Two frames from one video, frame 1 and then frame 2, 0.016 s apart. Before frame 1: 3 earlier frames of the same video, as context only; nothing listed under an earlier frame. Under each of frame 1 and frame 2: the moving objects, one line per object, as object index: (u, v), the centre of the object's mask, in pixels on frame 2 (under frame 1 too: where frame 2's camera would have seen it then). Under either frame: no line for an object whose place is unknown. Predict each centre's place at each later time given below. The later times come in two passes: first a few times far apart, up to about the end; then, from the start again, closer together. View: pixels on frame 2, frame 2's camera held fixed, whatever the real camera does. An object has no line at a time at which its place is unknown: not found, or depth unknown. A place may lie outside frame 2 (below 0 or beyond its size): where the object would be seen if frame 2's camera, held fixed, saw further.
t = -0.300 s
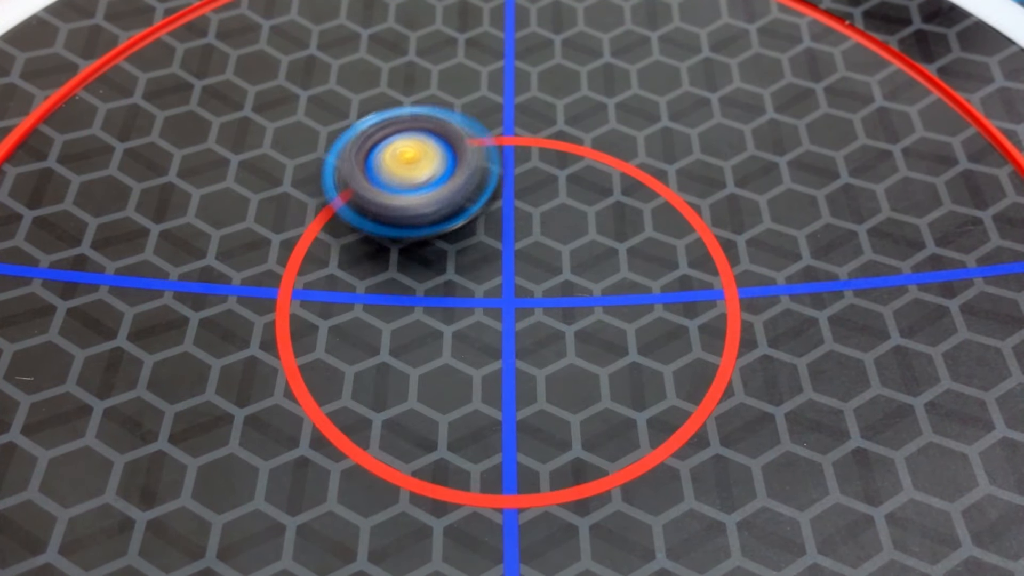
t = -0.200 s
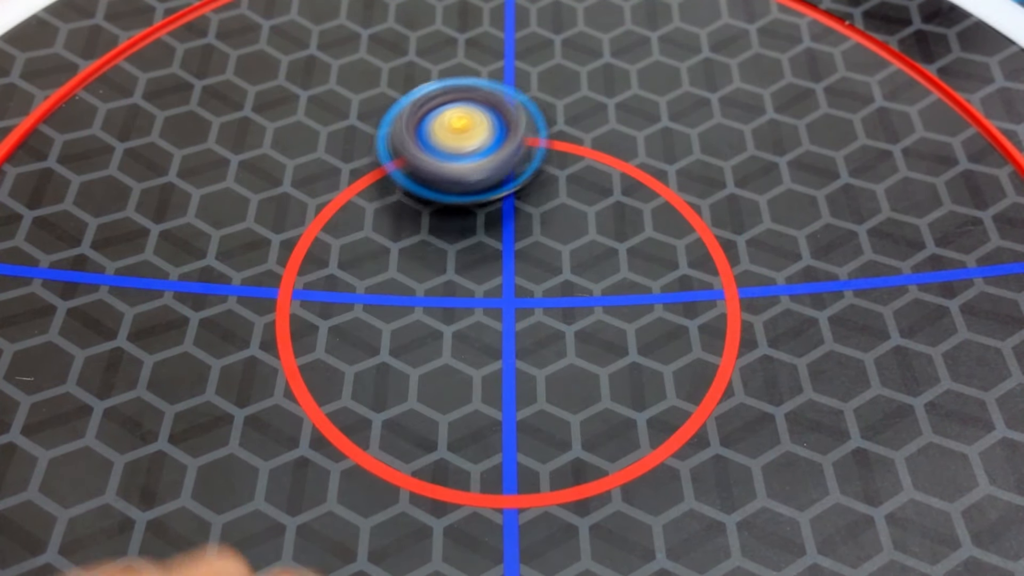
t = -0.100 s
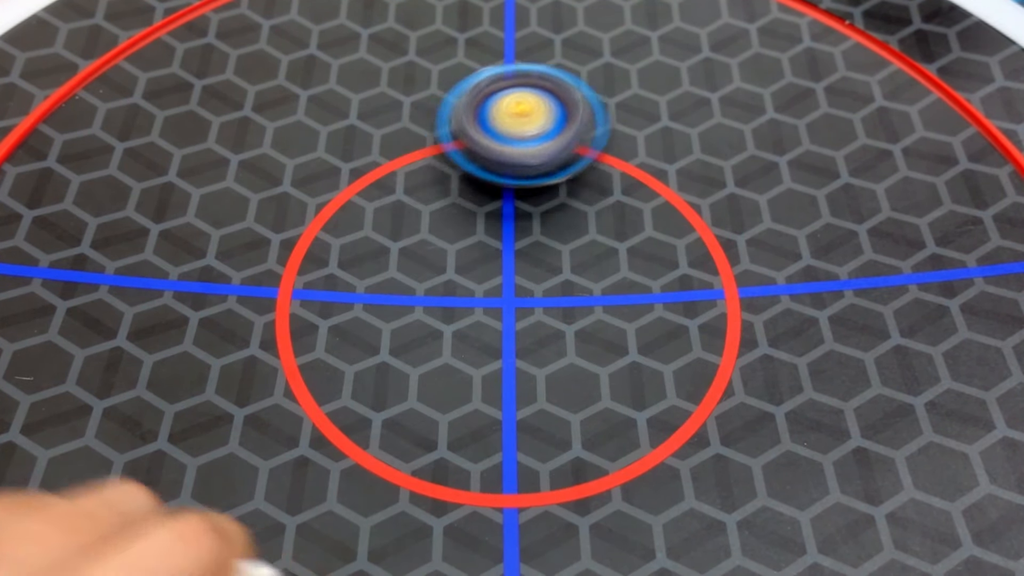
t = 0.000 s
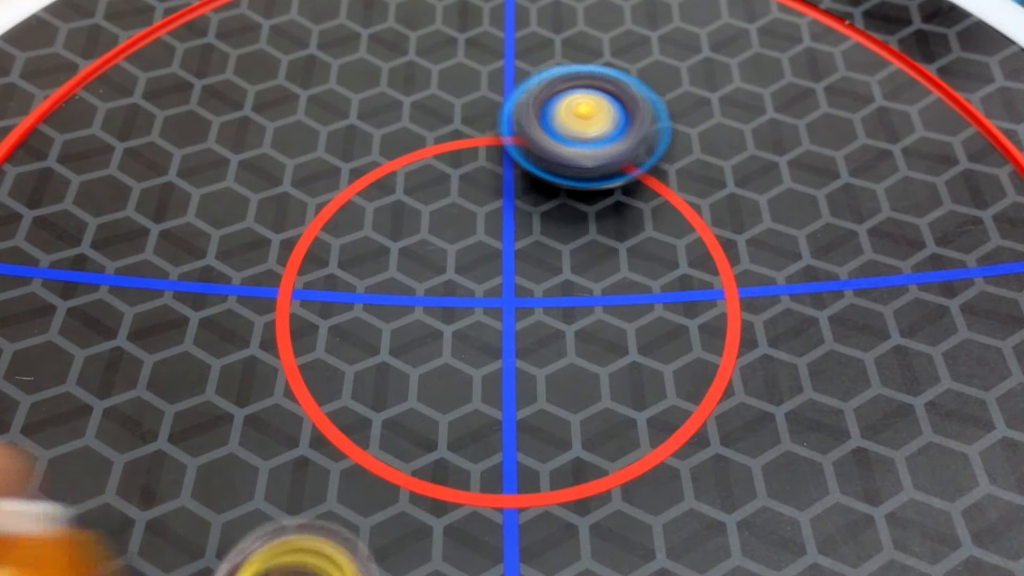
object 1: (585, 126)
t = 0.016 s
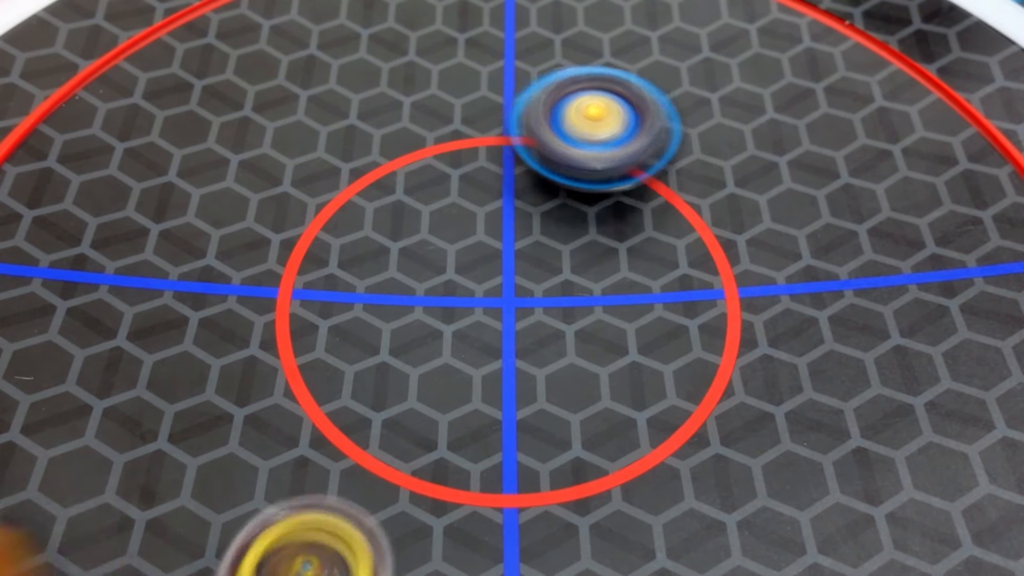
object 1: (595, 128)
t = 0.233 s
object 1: (689, 194)
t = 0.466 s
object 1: (728, 322)
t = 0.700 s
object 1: (620, 419)
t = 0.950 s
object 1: (426, 376)
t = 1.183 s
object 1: (377, 243)
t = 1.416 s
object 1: (486, 154)
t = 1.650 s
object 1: (628, 163)
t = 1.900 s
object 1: (677, 215)
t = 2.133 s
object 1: (586, 226)
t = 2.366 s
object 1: (532, 275)
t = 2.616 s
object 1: (495, 268)
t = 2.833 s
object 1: (445, 235)
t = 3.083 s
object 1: (423, 212)
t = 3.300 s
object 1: (497, 189)
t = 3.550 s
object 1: (546, 215)
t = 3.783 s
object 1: (523, 245)
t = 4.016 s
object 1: (502, 269)
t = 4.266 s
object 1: (503, 276)
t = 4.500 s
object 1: (514, 268)
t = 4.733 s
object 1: (498, 258)
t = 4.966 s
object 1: (463, 280)
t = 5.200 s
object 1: (474, 309)
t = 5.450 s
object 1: (492, 304)
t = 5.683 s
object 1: (496, 284)
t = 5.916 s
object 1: (479, 274)
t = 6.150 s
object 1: (451, 282)
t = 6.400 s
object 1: (450, 296)
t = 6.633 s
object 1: (530, 304)
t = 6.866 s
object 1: (566, 330)
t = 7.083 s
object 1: (563, 317)
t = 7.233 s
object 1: (553, 301)
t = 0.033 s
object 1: (604, 131)
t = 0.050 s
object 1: (614, 134)
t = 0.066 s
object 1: (623, 137)
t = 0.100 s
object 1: (640, 146)
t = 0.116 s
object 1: (648, 151)
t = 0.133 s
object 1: (655, 155)
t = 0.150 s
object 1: (662, 161)
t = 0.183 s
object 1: (674, 173)
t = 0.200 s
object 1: (680, 180)
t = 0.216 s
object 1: (684, 186)
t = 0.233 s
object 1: (689, 194)
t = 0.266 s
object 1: (697, 210)
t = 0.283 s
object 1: (700, 219)
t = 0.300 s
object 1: (702, 228)
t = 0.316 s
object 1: (704, 237)
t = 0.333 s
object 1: (708, 246)
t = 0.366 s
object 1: (719, 265)
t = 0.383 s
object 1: (723, 275)
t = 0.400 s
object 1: (726, 284)
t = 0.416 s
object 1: (728, 294)
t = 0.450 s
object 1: (729, 312)
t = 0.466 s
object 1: (728, 322)
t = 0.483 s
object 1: (727, 331)
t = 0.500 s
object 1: (724, 340)
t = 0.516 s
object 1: (720, 349)
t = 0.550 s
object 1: (709, 366)
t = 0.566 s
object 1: (703, 375)
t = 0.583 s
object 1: (696, 382)
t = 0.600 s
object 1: (687, 390)
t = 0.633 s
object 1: (667, 402)
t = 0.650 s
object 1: (656, 407)
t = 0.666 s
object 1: (644, 412)
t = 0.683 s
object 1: (632, 416)
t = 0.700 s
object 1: (620, 419)
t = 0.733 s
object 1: (592, 424)
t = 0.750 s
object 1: (578, 425)
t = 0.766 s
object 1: (564, 424)
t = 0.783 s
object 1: (550, 423)
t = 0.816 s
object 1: (522, 418)
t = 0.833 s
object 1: (509, 417)
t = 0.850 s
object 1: (496, 413)
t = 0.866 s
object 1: (483, 409)
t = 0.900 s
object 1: (458, 397)
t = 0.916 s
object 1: (447, 390)
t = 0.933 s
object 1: (436, 384)
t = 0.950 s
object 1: (426, 376)
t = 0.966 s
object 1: (417, 368)
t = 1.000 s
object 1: (401, 350)
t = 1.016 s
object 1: (394, 341)
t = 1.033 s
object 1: (389, 331)
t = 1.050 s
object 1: (384, 321)
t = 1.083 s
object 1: (377, 301)
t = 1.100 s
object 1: (375, 291)
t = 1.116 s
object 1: (374, 281)
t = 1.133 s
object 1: (375, 272)
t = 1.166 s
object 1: (374, 253)
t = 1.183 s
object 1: (377, 243)
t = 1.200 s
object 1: (379, 234)
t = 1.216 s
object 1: (383, 225)
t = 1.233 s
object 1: (386, 217)
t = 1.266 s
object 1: (396, 201)
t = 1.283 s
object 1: (401, 194)
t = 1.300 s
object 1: (410, 186)
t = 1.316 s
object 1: (420, 180)
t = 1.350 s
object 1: (442, 169)
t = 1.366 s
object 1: (454, 165)
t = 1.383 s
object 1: (465, 161)
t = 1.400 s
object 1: (475, 157)
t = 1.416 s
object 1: (486, 154)
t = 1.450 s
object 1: (508, 149)
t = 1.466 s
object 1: (518, 147)
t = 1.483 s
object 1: (529, 146)
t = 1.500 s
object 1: (540, 145)
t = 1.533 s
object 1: (561, 146)
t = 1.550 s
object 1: (571, 147)
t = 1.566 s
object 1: (581, 148)
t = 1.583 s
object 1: (591, 150)
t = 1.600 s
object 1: (601, 153)
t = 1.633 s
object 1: (619, 159)
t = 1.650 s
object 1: (628, 163)
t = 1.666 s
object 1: (637, 167)
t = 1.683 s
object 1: (644, 172)
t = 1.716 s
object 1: (659, 182)
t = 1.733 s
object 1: (667, 188)
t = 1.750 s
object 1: (673, 194)
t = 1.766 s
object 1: (679, 200)
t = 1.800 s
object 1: (689, 214)
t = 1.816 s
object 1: (693, 220)
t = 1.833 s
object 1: (695, 224)
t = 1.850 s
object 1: (692, 224)
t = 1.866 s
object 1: (688, 221)
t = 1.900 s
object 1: (677, 215)
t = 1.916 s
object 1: (670, 213)
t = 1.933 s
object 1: (664, 212)
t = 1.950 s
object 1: (659, 211)
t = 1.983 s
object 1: (645, 210)
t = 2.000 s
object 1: (639, 211)
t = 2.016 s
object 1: (631, 211)
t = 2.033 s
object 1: (625, 212)
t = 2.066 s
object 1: (612, 215)
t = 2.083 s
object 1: (605, 217)
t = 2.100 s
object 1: (599, 220)
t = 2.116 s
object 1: (592, 223)
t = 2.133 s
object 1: (586, 226)
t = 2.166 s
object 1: (575, 232)
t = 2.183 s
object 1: (570, 235)
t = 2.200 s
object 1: (565, 239)
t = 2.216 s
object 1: (561, 243)
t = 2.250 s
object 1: (552, 251)
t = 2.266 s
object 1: (549, 254)
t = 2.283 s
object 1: (545, 259)
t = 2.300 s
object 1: (543, 263)
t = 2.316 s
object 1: (540, 266)
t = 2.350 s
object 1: (535, 272)
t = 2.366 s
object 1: (532, 275)
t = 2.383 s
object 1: (529, 277)
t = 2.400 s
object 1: (527, 279)
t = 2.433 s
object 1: (521, 281)
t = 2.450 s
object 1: (518, 282)
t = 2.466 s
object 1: (516, 282)
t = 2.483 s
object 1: (513, 282)
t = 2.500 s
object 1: (510, 281)
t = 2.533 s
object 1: (506, 279)
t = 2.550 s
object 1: (503, 277)
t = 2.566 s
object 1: (501, 275)
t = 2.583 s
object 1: (499, 273)
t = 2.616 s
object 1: (495, 268)
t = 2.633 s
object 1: (491, 265)
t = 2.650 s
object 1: (486, 262)
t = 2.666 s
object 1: (482, 260)
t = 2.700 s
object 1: (475, 254)
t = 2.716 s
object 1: (472, 251)
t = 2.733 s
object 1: (470, 247)
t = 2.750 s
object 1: (468, 244)
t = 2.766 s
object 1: (466, 240)
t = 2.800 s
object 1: (459, 235)
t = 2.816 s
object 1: (452, 235)
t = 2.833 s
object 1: (445, 235)
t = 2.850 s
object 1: (439, 234)
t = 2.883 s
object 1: (430, 233)
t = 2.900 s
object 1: (425, 232)
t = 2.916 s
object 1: (423, 231)
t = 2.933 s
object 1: (420, 230)
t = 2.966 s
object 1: (416, 226)
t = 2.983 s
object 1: (416, 224)
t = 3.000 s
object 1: (416, 222)
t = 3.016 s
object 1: (416, 221)
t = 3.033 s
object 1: (417, 218)
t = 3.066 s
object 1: (421, 214)
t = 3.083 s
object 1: (423, 212)
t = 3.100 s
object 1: (426, 210)
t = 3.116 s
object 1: (431, 207)
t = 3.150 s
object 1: (439, 203)
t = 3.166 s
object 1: (444, 200)
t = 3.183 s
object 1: (450, 198)
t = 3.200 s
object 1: (455, 196)
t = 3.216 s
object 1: (462, 194)
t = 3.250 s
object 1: (476, 190)
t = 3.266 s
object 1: (483, 190)
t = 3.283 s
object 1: (489, 189)
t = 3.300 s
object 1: (497, 189)
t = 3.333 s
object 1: (511, 191)
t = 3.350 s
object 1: (518, 192)
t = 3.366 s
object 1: (524, 194)
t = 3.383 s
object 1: (530, 196)
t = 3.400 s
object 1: (536, 198)
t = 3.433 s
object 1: (544, 201)
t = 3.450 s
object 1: (546, 203)
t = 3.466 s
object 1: (547, 205)
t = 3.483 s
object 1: (547, 207)
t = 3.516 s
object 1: (547, 211)
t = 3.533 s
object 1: (546, 213)
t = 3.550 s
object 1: (546, 215)
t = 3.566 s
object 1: (545, 217)
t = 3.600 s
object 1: (542, 221)
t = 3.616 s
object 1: (541, 223)
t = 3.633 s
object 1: (540, 225)
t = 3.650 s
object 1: (538, 227)
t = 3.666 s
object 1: (536, 230)
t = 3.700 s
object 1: (533, 234)
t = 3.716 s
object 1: (530, 236)
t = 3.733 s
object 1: (528, 238)
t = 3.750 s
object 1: (527, 240)
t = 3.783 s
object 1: (523, 245)
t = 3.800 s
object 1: (521, 247)
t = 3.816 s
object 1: (519, 249)
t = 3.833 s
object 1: (516, 251)
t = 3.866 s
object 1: (513, 255)
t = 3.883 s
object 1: (512, 257)
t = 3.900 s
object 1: (510, 259)
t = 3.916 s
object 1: (509, 260)
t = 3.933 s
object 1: (507, 262)
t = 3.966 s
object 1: (504, 265)
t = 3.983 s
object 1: (504, 266)
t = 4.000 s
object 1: (503, 268)
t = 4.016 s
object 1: (502, 269)
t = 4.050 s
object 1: (501, 271)
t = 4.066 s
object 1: (500, 272)
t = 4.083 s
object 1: (500, 273)
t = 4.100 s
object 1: (500, 274)
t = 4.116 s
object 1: (500, 275)
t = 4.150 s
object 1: (500, 275)
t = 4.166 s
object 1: (500, 276)
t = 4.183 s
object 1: (500, 276)
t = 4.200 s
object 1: (501, 276)
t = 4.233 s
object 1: (502, 277)
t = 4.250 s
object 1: (503, 277)
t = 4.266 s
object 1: (503, 276)
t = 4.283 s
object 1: (504, 276)
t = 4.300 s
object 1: (505, 276)
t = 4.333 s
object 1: (507, 275)
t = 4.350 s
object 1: (508, 275)
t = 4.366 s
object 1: (508, 274)
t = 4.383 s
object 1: (509, 274)
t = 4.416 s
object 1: (511, 273)
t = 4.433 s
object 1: (512, 272)
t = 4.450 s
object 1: (512, 271)
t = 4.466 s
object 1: (513, 270)
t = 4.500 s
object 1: (514, 268)
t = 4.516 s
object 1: (515, 268)
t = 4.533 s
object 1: (515, 267)
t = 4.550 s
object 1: (516, 266)
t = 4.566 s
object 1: (516, 265)
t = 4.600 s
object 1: (517, 263)
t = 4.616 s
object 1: (518, 263)
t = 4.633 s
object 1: (518, 262)
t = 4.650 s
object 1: (518, 261)
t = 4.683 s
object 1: (512, 258)
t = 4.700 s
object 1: (507, 258)
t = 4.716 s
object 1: (502, 258)
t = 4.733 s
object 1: (498, 258)
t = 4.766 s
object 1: (489, 258)
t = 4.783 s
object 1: (486, 258)
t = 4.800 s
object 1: (482, 260)
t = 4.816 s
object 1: (478, 261)
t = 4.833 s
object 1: (475, 262)
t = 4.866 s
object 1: (470, 265)
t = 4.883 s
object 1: (470, 267)
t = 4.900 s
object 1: (469, 269)
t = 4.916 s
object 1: (467, 272)
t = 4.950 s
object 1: (463, 277)
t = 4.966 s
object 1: (463, 280)
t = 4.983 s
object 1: (463, 283)
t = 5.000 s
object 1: (463, 285)
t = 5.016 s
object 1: (463, 288)
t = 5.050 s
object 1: (464, 293)
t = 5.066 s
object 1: (465, 296)
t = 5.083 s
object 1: (465, 298)
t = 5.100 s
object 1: (466, 300)
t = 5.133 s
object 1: (468, 303)
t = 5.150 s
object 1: (470, 305)
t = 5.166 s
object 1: (471, 307)
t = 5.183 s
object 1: (473, 308)
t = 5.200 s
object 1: (474, 309)
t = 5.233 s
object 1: (479, 310)
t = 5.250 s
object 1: (481, 311)
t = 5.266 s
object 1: (483, 312)
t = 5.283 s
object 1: (485, 312)
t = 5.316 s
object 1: (487, 311)
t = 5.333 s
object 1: (487, 310)
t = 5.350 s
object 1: (487, 310)
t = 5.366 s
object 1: (487, 309)
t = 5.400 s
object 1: (490, 307)
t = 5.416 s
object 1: (490, 306)
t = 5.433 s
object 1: (491, 305)
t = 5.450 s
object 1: (492, 304)
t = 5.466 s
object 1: (493, 302)
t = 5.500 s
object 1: (495, 300)
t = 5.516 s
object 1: (496, 299)
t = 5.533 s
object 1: (497, 297)
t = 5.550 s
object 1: (498, 295)
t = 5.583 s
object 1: (501, 293)
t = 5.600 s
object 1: (501, 291)
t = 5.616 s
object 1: (502, 289)
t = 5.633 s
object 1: (502, 288)
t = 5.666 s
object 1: (498, 285)
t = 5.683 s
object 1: (496, 284)
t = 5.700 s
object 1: (495, 282)
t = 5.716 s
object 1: (493, 281)
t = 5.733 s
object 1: (491, 281)
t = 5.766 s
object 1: (488, 279)
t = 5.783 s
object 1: (487, 277)
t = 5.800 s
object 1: (486, 277)
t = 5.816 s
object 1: (485, 276)
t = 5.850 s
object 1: (482, 275)
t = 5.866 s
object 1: (482, 274)
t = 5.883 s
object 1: (480, 274)
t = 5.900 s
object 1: (480, 274)
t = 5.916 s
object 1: (479, 274)
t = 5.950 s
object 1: (476, 274)
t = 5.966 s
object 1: (473, 274)
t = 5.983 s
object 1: (471, 274)
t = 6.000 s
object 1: (469, 274)
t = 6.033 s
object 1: (466, 275)
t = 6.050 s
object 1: (465, 275)
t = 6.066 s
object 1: (463, 276)
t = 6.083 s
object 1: (462, 276)
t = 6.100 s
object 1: (462, 277)
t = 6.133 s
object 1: (457, 280)
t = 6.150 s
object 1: (451, 282)
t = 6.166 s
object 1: (446, 284)
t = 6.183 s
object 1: (442, 285)
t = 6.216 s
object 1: (434, 289)
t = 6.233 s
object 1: (432, 291)
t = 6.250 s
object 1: (431, 293)
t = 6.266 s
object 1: (430, 295)
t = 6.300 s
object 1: (431, 296)
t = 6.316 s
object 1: (433, 298)
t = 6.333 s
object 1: (435, 298)
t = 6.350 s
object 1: (437, 298)
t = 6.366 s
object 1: (441, 298)
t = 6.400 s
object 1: (450, 296)
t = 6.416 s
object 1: (455, 295)
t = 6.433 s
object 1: (461, 293)
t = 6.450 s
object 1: (468, 291)
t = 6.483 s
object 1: (481, 288)
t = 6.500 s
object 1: (488, 286)
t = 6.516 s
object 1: (496, 284)
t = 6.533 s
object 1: (503, 284)
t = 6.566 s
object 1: (515, 285)
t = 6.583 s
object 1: (519, 290)
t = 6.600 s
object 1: (523, 296)
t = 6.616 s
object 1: (526, 300)
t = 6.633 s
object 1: (530, 304)
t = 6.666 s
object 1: (539, 312)
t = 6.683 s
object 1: (542, 315)
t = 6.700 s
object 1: (545, 318)
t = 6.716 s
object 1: (549, 320)
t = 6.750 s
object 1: (554, 324)
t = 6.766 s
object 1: (556, 326)
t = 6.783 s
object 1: (559, 327)
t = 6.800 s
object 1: (560, 328)
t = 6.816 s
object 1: (562, 329)
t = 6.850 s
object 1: (565, 329)
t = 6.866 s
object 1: (566, 330)
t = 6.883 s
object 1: (566, 329)
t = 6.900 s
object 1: (567, 329)
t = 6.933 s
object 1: (568, 328)
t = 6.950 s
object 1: (568, 328)
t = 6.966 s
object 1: (568, 326)
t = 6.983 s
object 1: (568, 325)
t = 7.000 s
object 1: (568, 324)
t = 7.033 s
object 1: (566, 321)
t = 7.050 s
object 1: (566, 320)
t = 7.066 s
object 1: (565, 319)
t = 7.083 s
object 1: (563, 317)
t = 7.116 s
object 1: (562, 313)
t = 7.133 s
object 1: (561, 312)
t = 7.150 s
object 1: (559, 310)
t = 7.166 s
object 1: (558, 308)
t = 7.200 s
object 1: (555, 305)
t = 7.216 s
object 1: (554, 303)
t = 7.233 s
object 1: (553, 301)
